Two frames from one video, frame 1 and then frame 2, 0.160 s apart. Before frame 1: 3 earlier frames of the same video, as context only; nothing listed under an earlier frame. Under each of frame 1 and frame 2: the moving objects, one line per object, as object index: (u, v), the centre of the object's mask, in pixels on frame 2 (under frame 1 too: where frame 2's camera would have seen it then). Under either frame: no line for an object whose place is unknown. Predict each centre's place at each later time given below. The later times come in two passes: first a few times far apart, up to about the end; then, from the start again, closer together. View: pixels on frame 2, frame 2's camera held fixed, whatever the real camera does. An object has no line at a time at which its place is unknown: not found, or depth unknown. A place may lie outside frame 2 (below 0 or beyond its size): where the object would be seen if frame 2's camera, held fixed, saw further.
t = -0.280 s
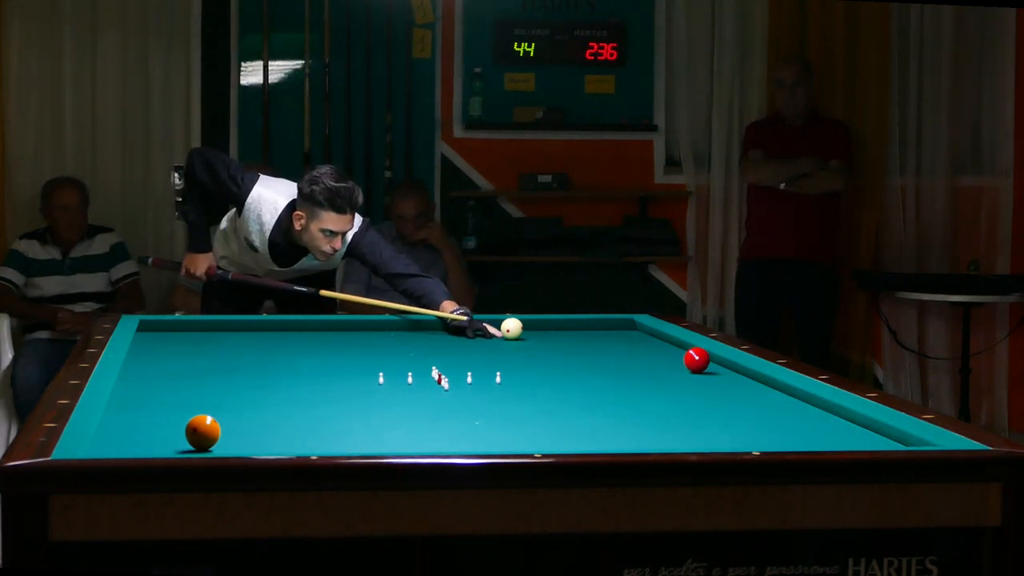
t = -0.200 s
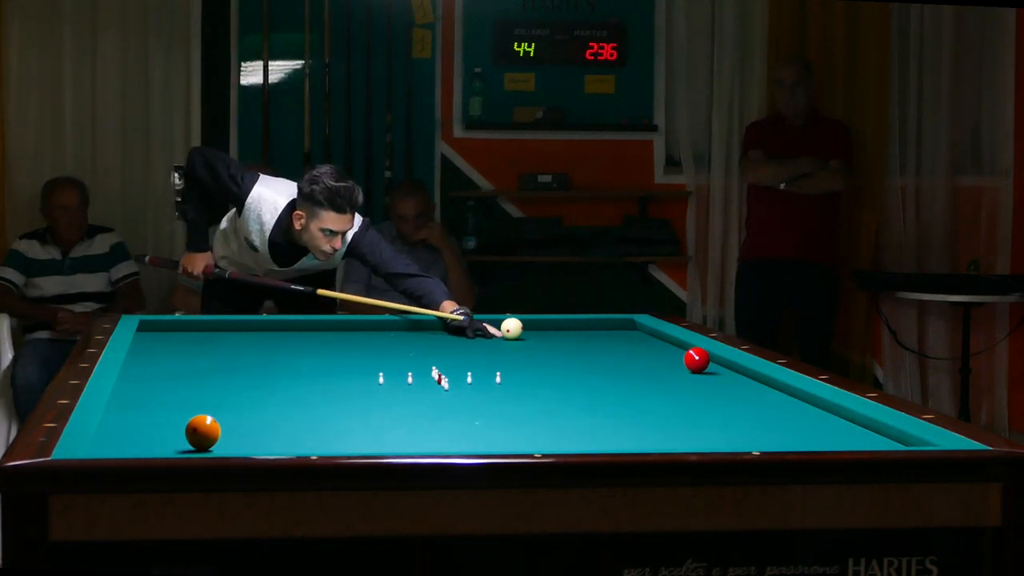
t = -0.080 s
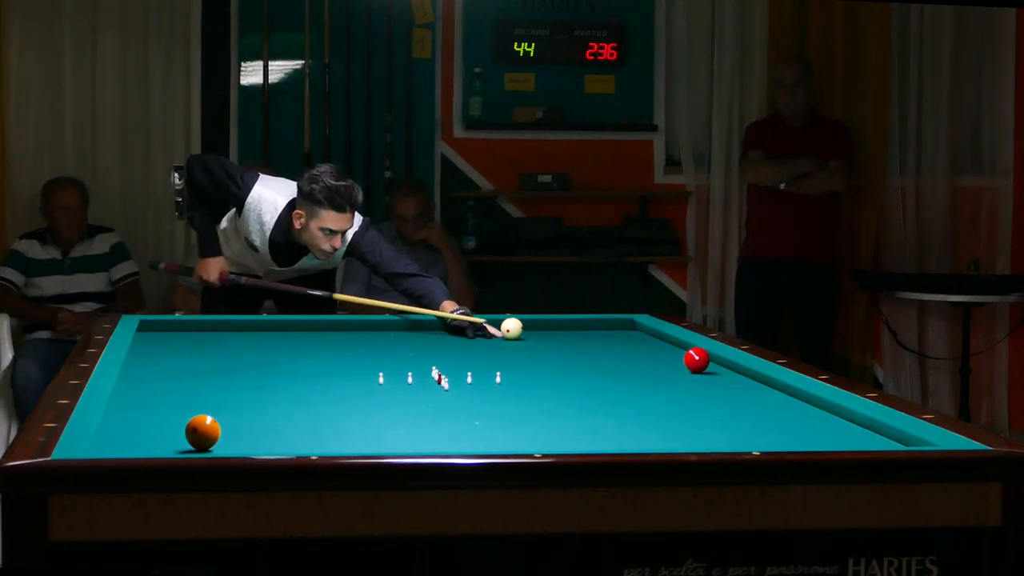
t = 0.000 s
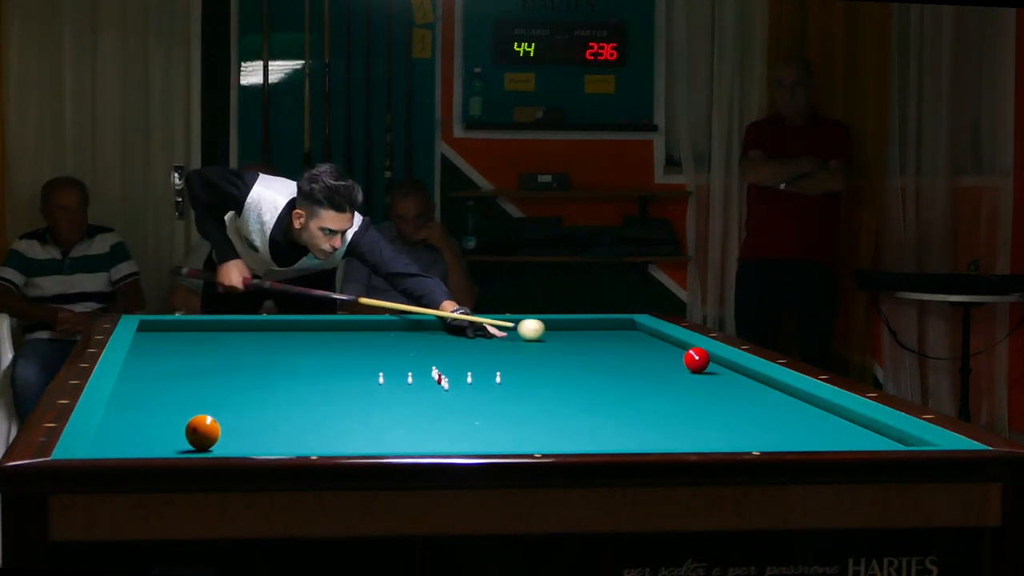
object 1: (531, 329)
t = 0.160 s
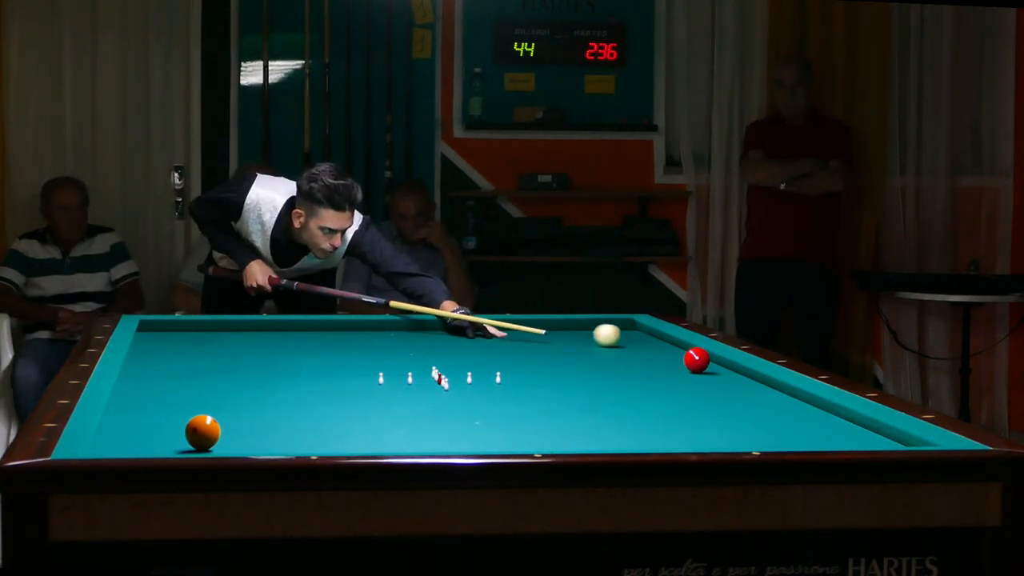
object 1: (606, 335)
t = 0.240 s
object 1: (645, 338)
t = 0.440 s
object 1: (638, 345)
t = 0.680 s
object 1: (599, 355)
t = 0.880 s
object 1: (566, 364)
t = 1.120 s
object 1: (523, 375)
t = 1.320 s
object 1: (483, 384)
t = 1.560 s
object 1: (432, 398)
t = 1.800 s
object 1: (375, 413)
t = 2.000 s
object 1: (322, 426)
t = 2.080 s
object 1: (300, 432)
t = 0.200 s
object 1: (625, 336)
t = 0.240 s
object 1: (645, 338)
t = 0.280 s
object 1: (664, 339)
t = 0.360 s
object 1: (654, 342)
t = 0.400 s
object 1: (645, 344)
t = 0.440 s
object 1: (638, 345)
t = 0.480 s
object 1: (631, 347)
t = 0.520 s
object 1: (624, 348)
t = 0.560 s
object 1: (618, 350)
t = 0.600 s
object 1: (612, 351)
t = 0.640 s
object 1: (606, 353)
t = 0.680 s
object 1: (599, 355)
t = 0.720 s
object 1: (593, 357)
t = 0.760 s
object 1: (586, 358)
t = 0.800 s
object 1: (580, 360)
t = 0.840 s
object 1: (573, 362)
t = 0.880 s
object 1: (566, 364)
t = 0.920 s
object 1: (559, 365)
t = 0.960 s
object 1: (552, 367)
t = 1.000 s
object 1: (545, 369)
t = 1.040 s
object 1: (537, 371)
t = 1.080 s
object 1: (530, 373)
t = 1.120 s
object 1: (523, 375)
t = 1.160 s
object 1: (515, 377)
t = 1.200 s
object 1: (507, 379)
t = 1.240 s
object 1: (500, 381)
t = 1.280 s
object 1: (492, 382)
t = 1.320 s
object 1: (483, 384)
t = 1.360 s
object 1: (475, 387)
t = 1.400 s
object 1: (467, 388)
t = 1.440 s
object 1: (458, 391)
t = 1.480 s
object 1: (450, 393)
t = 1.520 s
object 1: (441, 395)
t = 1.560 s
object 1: (432, 398)
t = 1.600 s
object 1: (423, 400)
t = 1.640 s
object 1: (414, 402)
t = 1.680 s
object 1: (404, 405)
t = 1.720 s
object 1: (394, 408)
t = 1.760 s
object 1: (385, 410)
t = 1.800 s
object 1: (375, 413)
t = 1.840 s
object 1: (365, 415)
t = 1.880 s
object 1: (354, 418)
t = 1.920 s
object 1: (344, 420)
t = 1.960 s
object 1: (333, 423)
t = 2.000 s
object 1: (322, 426)
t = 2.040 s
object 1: (311, 429)
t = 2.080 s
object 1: (300, 432)
